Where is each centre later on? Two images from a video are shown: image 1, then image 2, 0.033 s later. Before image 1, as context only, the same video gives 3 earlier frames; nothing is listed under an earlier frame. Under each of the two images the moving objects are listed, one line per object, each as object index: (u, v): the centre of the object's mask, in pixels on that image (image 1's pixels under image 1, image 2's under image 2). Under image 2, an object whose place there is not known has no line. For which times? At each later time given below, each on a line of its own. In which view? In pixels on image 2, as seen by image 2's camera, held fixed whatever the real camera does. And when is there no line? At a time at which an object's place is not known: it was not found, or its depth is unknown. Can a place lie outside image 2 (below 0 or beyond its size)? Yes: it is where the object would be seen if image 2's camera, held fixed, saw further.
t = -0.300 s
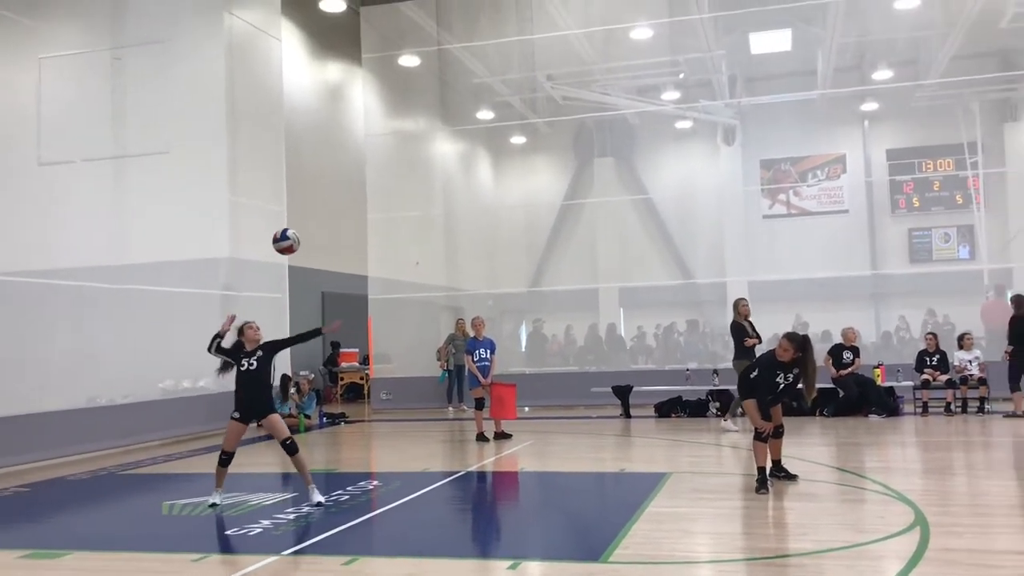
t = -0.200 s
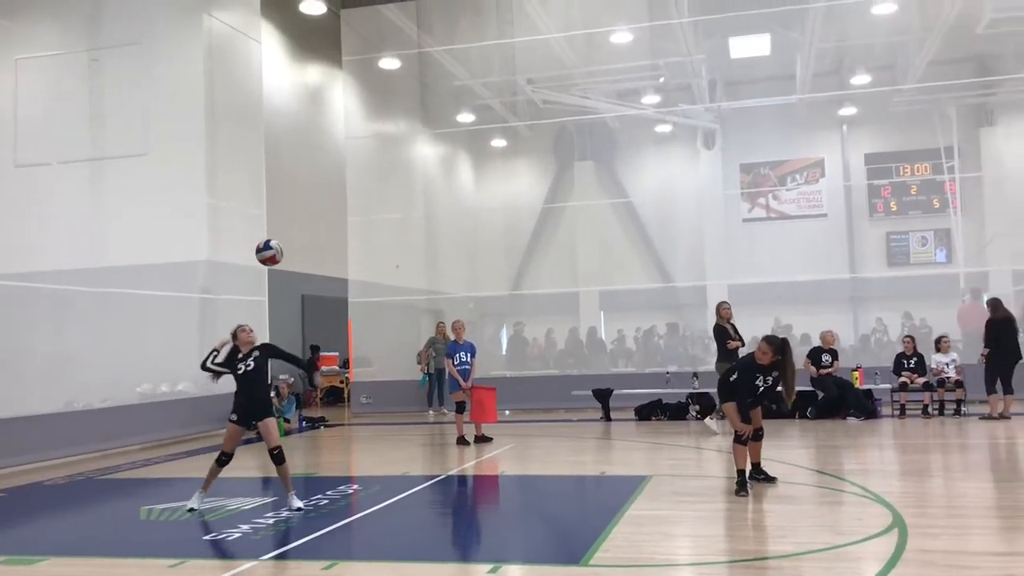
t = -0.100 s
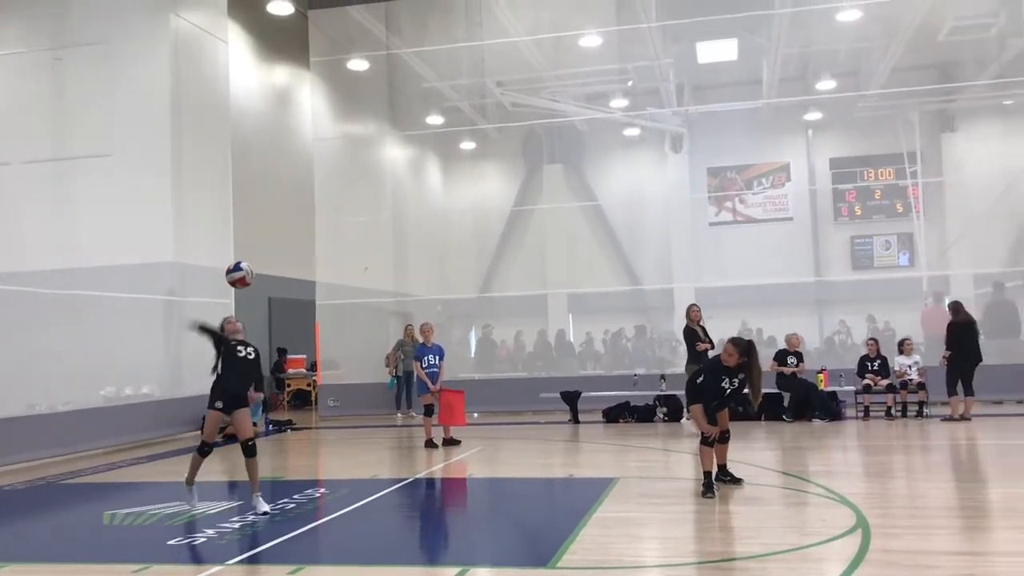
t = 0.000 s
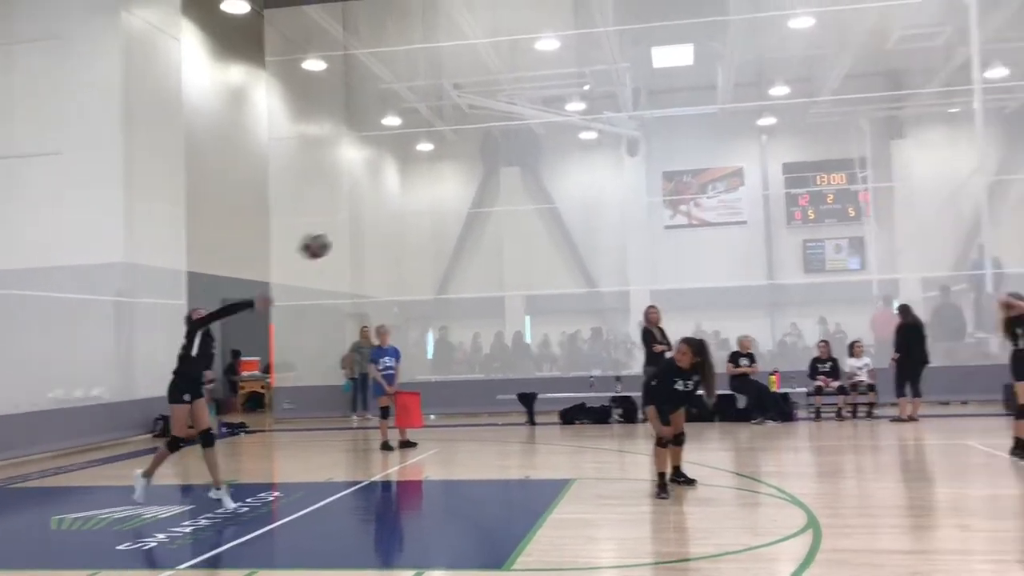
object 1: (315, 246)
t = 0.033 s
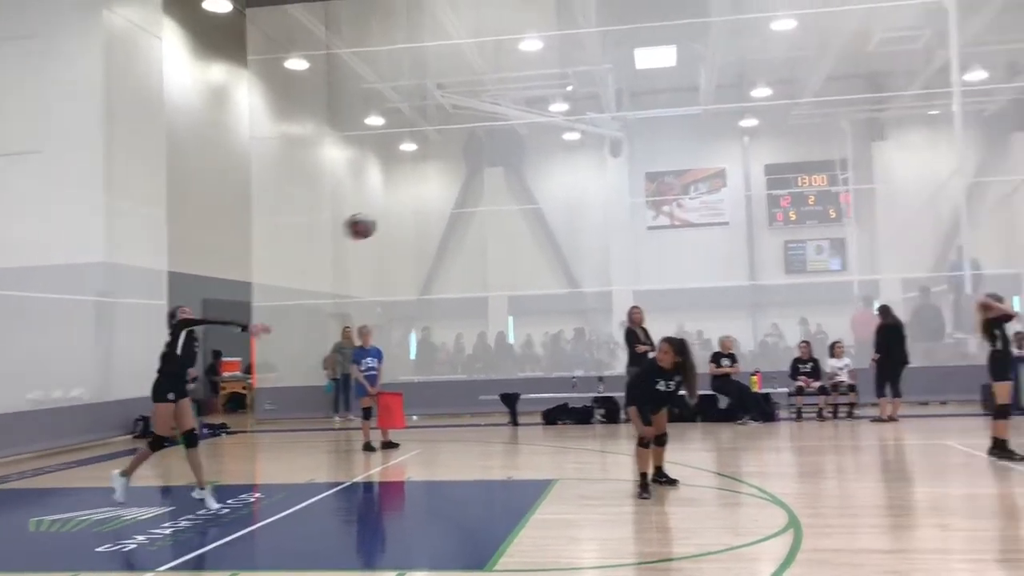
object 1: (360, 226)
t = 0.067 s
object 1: (419, 207)
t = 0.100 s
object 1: (477, 191)
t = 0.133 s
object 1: (535, 175)
